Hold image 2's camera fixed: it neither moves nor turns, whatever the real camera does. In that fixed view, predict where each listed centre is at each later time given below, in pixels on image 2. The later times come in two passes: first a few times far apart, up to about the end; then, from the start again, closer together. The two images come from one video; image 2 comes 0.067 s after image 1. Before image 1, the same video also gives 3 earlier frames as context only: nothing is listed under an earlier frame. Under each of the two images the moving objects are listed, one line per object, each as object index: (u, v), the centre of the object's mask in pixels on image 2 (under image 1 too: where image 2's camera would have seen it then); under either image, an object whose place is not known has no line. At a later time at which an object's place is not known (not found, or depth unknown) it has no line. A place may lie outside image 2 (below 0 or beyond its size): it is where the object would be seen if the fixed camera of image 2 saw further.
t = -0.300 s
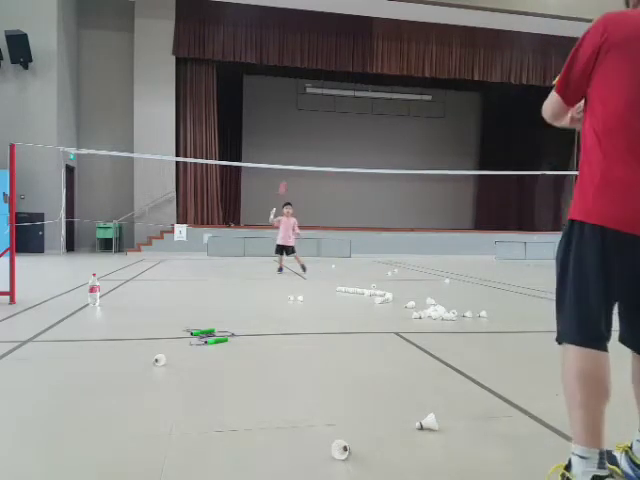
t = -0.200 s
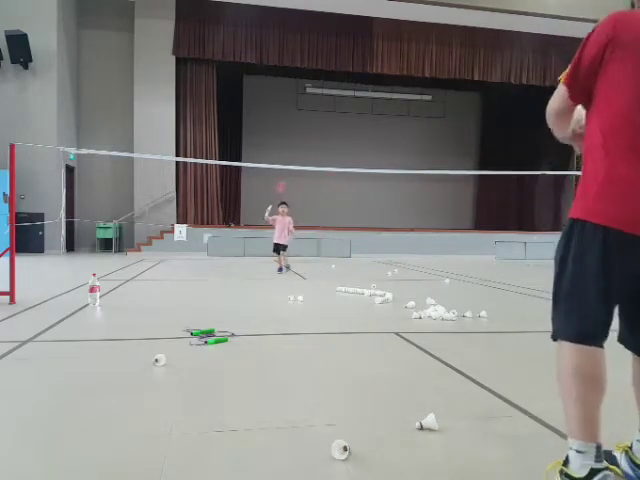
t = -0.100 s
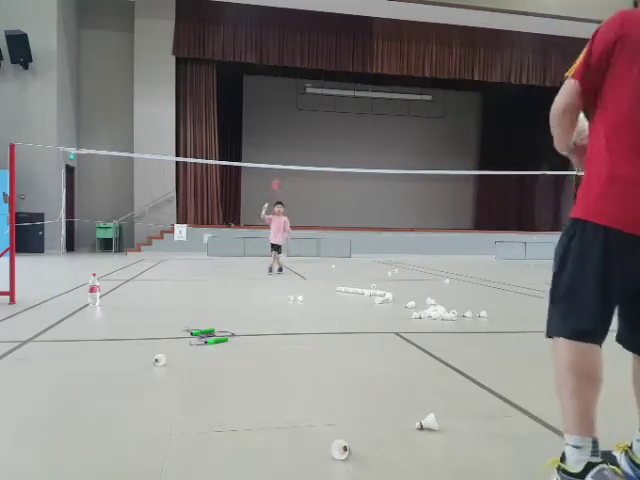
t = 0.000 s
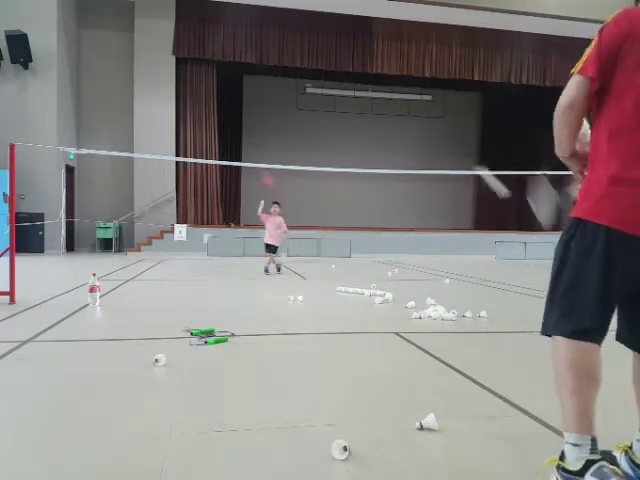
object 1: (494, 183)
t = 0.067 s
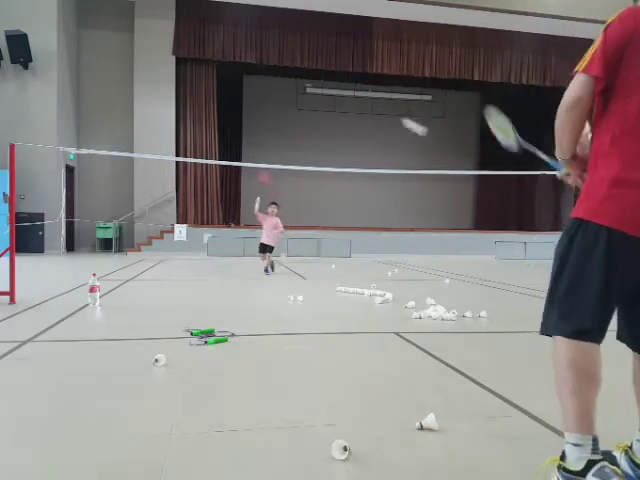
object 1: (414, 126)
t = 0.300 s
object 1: (301, 74)
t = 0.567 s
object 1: (252, 94)
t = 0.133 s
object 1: (365, 98)
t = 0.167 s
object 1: (348, 89)
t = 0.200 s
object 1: (334, 83)
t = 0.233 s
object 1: (321, 79)
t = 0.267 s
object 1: (310, 76)
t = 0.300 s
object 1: (301, 74)
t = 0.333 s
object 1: (292, 73)
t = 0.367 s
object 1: (284, 74)
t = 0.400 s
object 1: (277, 76)
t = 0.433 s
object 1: (271, 79)
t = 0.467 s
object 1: (266, 81)
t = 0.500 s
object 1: (261, 85)
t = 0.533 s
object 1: (256, 89)
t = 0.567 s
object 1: (252, 94)
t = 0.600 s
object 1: (247, 99)
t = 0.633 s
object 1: (245, 105)
